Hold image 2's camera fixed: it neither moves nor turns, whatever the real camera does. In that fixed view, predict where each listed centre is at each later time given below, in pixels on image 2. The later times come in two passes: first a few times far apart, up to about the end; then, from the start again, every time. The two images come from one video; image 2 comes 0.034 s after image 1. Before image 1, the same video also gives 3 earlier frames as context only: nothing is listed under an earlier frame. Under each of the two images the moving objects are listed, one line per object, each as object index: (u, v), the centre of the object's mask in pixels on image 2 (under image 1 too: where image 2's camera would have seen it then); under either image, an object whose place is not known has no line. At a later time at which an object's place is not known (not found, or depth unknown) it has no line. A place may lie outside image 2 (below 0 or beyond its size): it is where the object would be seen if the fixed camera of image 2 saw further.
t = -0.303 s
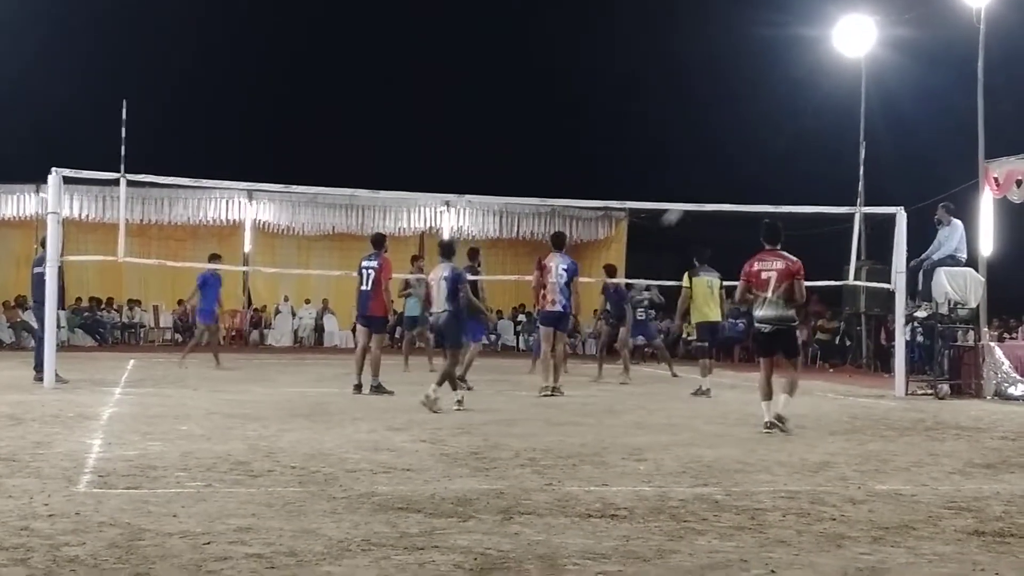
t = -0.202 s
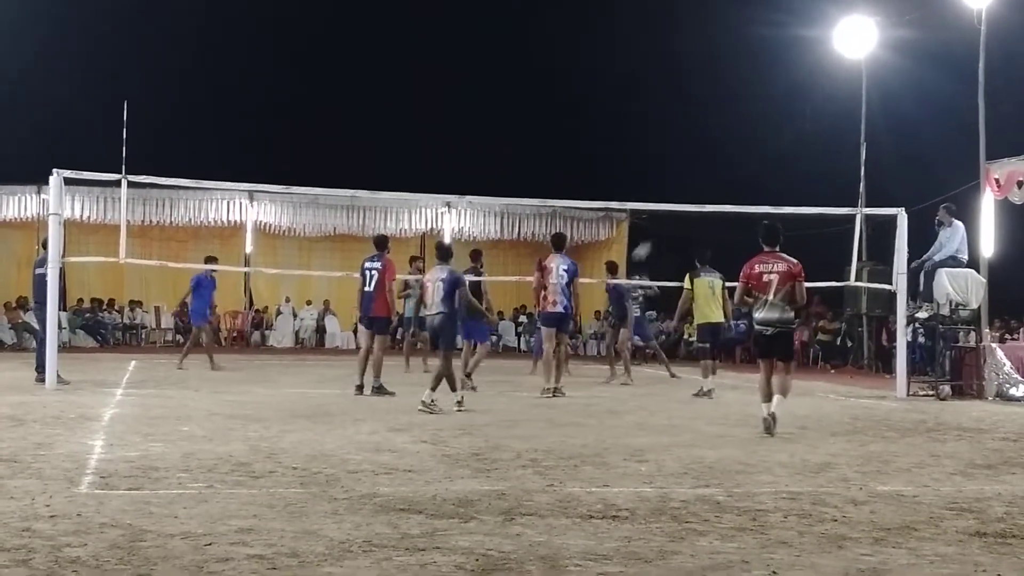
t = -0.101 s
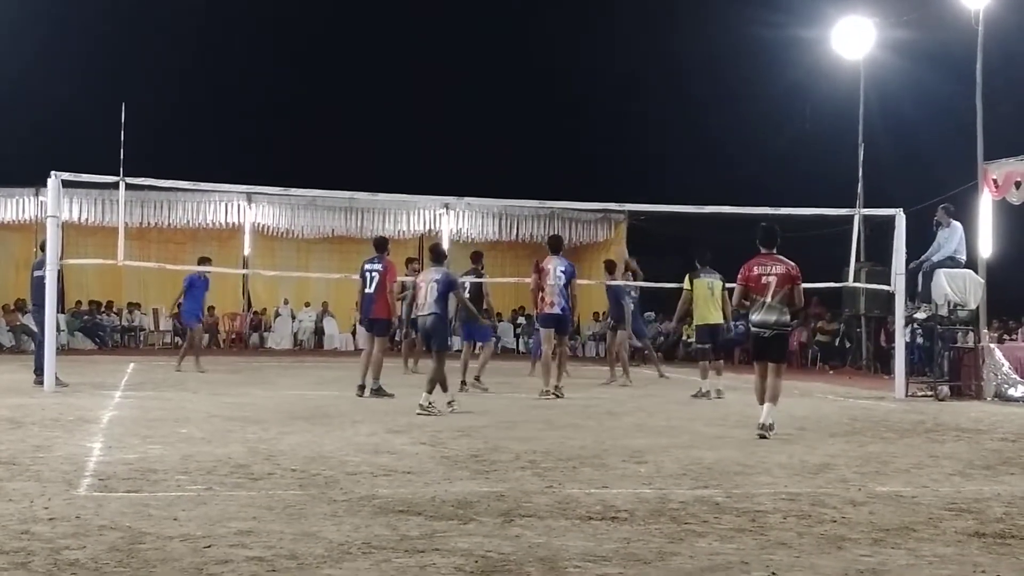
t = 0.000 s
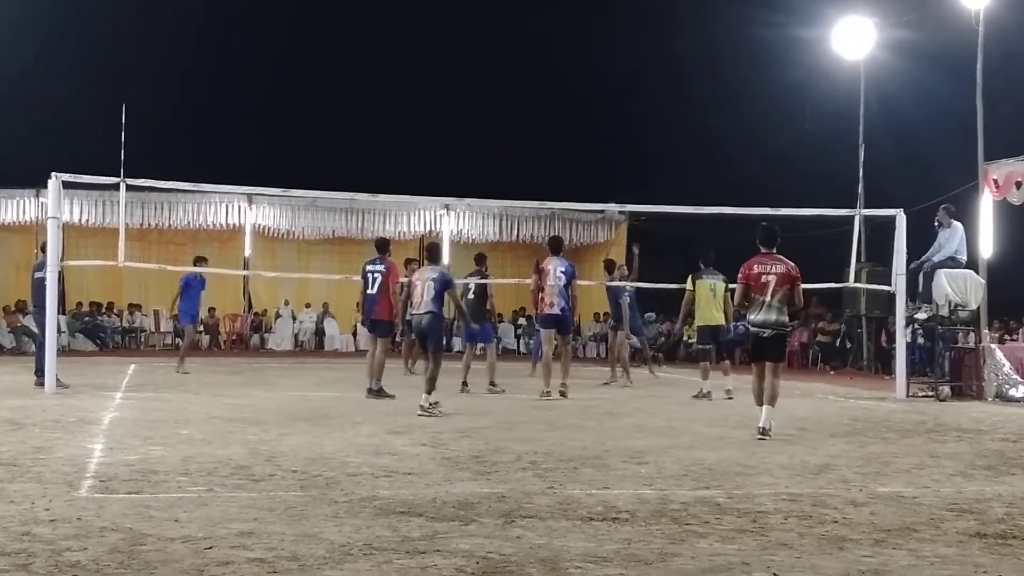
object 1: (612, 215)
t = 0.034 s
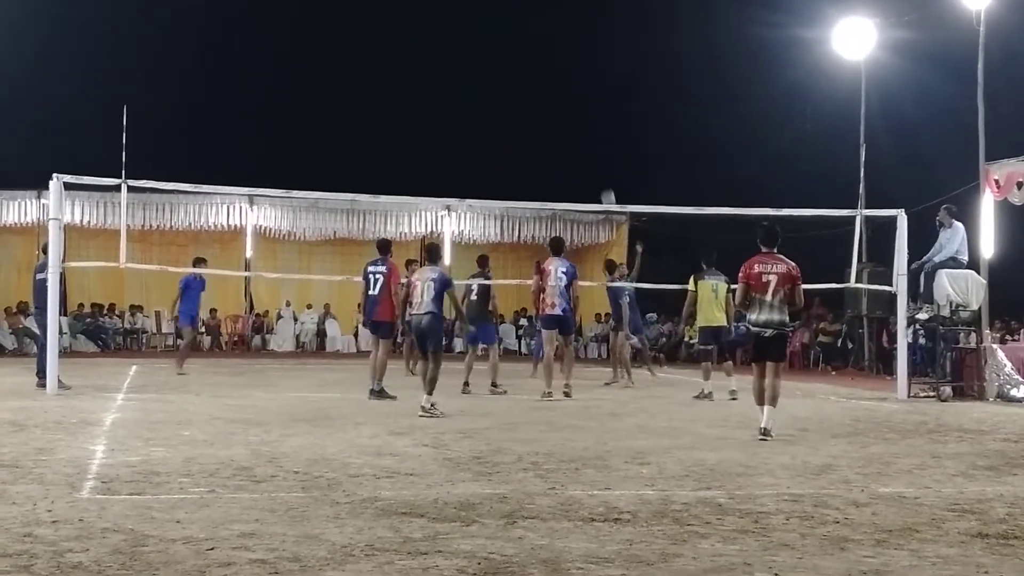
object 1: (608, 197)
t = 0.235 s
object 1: (585, 136)
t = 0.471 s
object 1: (555, 91)
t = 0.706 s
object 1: (523, 80)
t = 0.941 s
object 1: (488, 109)
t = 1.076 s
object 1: (467, 144)
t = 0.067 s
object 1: (605, 188)
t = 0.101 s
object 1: (601, 176)
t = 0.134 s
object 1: (597, 165)
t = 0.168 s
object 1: (593, 155)
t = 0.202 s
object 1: (589, 145)
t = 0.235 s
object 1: (585, 136)
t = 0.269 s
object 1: (580, 128)
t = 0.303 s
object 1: (576, 120)
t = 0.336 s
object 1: (572, 113)
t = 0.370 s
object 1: (568, 106)
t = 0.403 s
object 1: (563, 100)
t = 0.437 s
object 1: (559, 96)
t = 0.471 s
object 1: (555, 91)
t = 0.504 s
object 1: (550, 87)
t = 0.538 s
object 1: (546, 84)
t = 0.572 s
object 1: (541, 82)
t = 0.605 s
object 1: (537, 80)
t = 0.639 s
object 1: (532, 79)
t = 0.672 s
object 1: (527, 80)
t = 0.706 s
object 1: (523, 80)
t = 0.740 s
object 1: (518, 82)
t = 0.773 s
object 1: (513, 84)
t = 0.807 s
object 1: (508, 88)
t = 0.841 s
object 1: (503, 92)
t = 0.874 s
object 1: (498, 97)
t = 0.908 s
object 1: (493, 103)
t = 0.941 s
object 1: (488, 109)
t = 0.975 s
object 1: (483, 117)
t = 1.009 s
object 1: (477, 125)
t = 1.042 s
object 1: (472, 134)
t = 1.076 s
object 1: (467, 144)
